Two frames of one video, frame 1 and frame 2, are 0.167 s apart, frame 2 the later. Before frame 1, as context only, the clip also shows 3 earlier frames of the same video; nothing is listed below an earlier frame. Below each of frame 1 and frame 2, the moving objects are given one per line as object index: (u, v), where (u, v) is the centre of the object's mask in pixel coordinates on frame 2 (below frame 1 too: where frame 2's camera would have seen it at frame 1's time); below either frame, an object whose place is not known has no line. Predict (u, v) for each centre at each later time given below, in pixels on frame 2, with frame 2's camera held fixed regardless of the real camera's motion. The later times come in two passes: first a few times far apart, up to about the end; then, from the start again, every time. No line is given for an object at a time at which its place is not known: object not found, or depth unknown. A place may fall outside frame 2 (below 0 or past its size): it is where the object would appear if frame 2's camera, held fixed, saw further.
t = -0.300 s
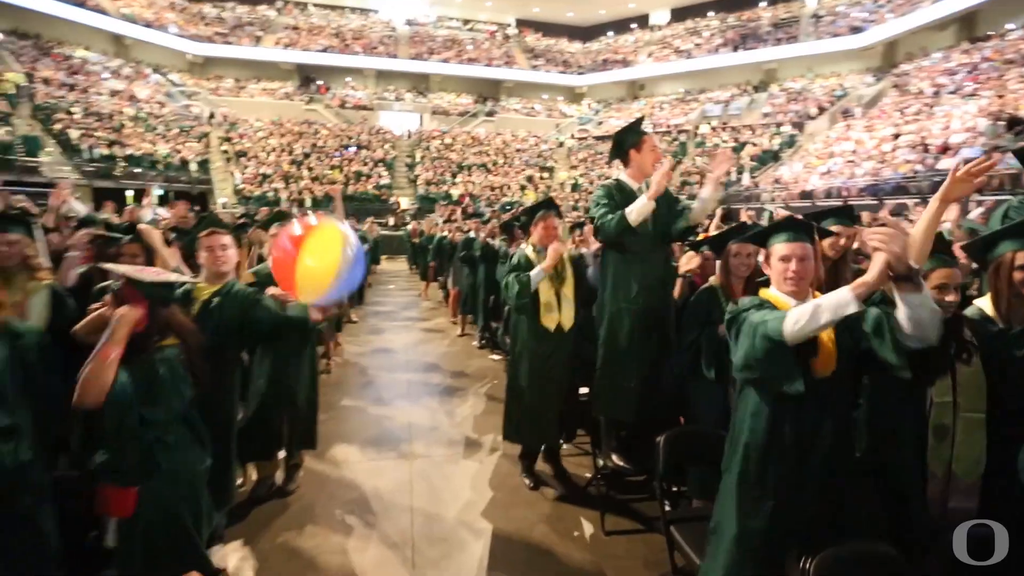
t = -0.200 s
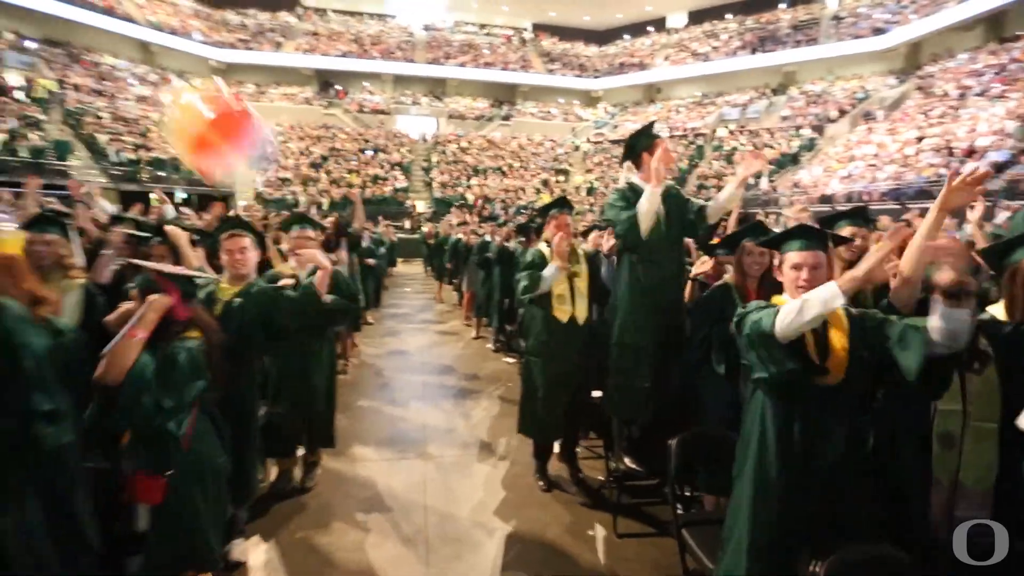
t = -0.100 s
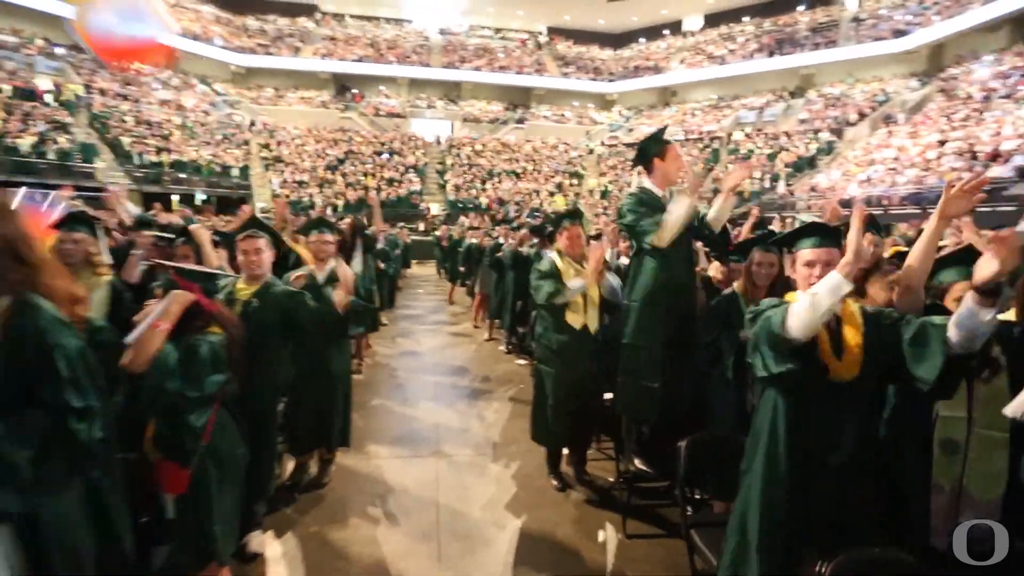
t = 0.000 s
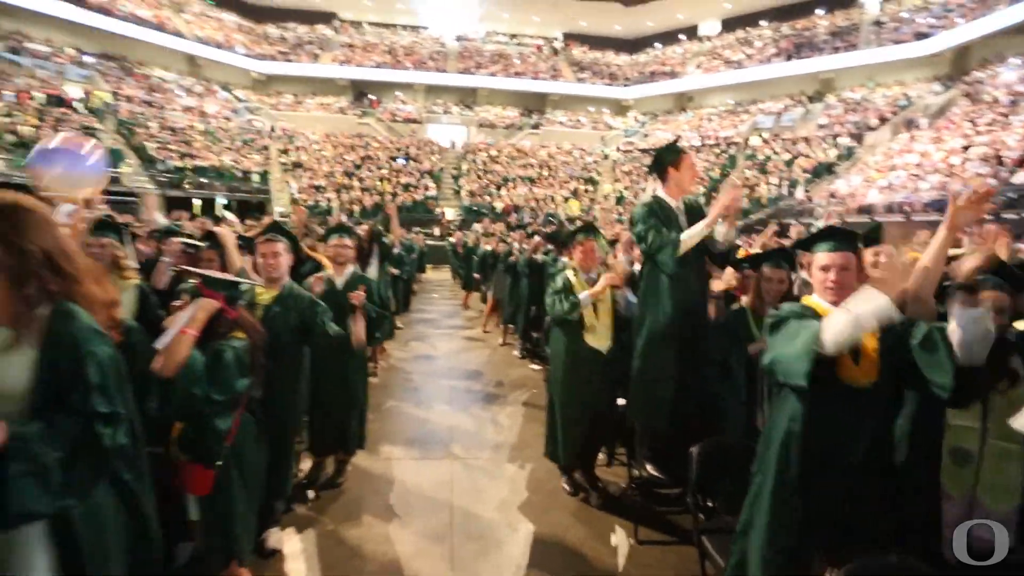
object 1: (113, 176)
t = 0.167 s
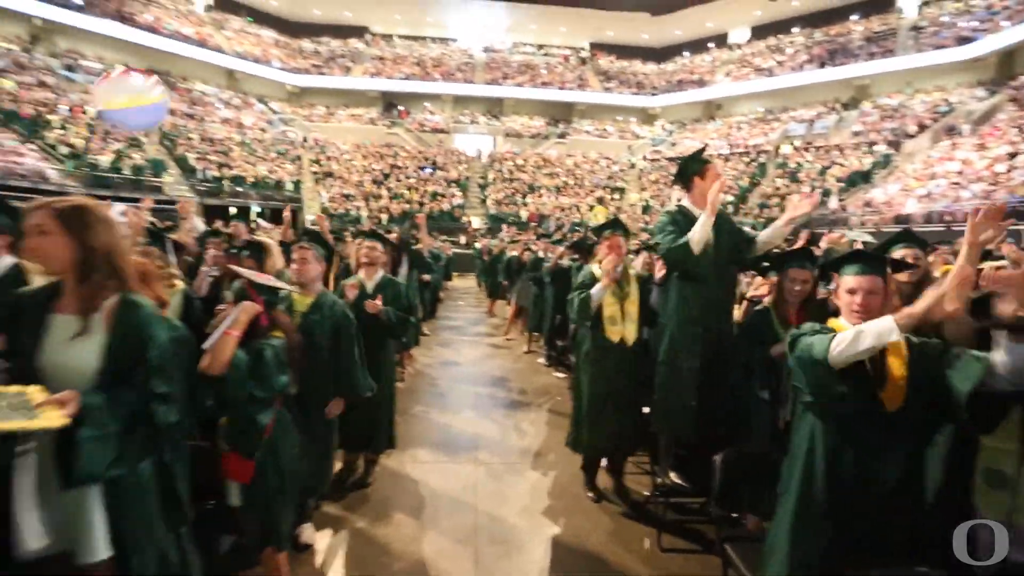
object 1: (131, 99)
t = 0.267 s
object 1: (140, 71)
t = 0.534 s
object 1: (162, 30)
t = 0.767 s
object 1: (179, 53)
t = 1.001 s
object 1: (199, 128)
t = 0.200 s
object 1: (134, 89)
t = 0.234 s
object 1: (138, 78)
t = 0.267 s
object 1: (140, 71)
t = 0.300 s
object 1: (143, 61)
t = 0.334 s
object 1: (147, 52)
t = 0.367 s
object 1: (150, 46)
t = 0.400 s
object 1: (153, 41)
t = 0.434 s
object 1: (155, 35)
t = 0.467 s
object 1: (157, 33)
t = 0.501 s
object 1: (159, 31)
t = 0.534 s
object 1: (162, 30)
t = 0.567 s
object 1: (165, 29)
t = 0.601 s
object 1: (167, 31)
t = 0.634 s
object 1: (169, 31)
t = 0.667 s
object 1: (172, 35)
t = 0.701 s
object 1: (174, 40)
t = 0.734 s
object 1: (177, 46)
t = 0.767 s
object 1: (179, 53)
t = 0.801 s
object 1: (183, 63)
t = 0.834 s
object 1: (186, 72)
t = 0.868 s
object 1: (189, 84)
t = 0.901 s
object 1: (190, 92)
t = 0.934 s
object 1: (192, 101)
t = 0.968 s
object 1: (196, 114)
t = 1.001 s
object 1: (199, 128)
